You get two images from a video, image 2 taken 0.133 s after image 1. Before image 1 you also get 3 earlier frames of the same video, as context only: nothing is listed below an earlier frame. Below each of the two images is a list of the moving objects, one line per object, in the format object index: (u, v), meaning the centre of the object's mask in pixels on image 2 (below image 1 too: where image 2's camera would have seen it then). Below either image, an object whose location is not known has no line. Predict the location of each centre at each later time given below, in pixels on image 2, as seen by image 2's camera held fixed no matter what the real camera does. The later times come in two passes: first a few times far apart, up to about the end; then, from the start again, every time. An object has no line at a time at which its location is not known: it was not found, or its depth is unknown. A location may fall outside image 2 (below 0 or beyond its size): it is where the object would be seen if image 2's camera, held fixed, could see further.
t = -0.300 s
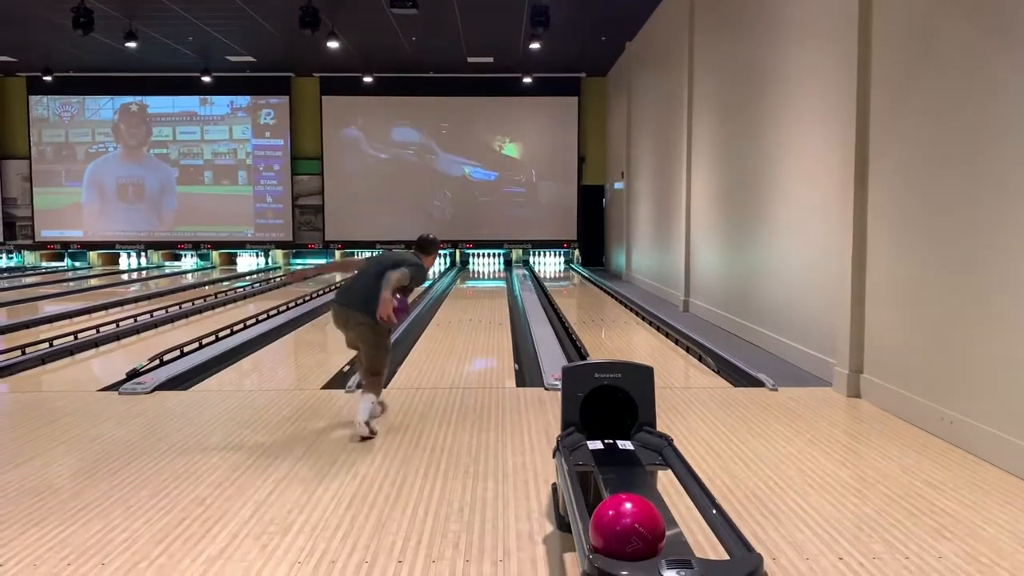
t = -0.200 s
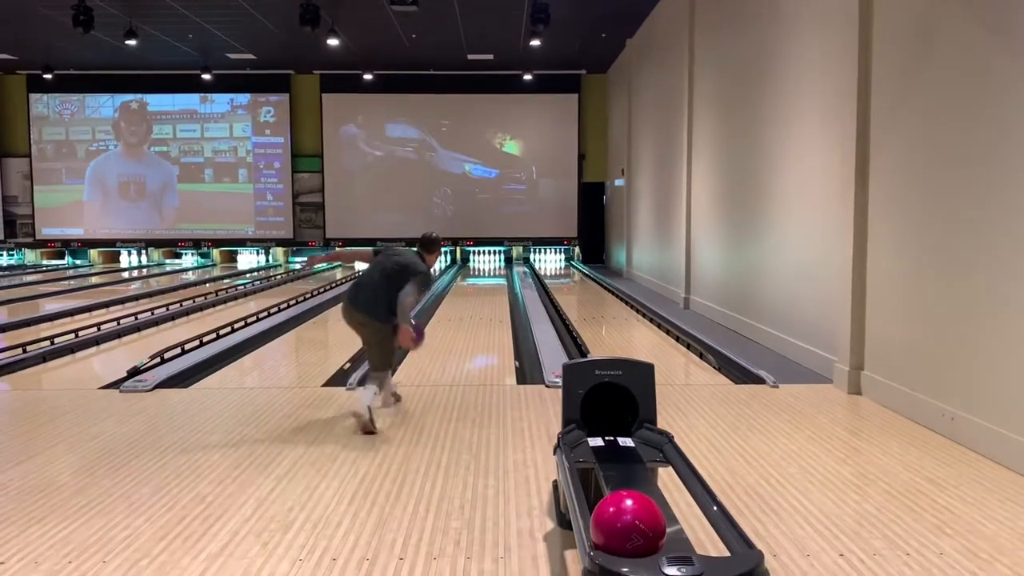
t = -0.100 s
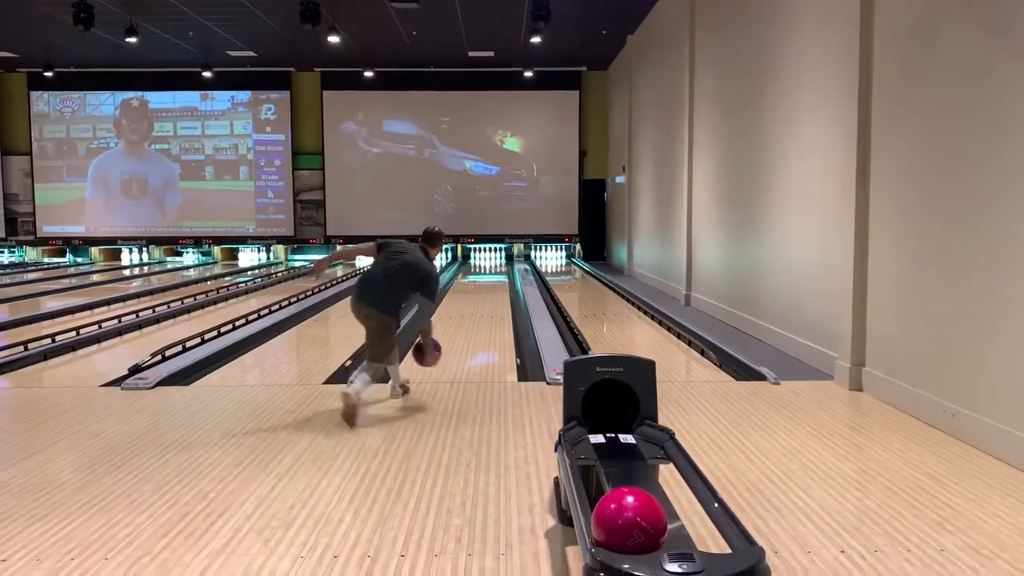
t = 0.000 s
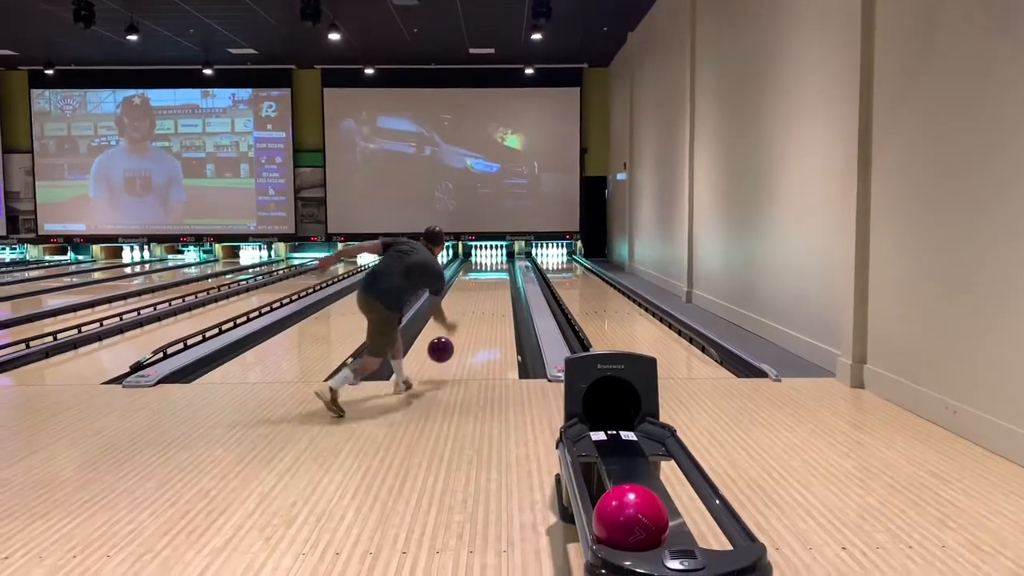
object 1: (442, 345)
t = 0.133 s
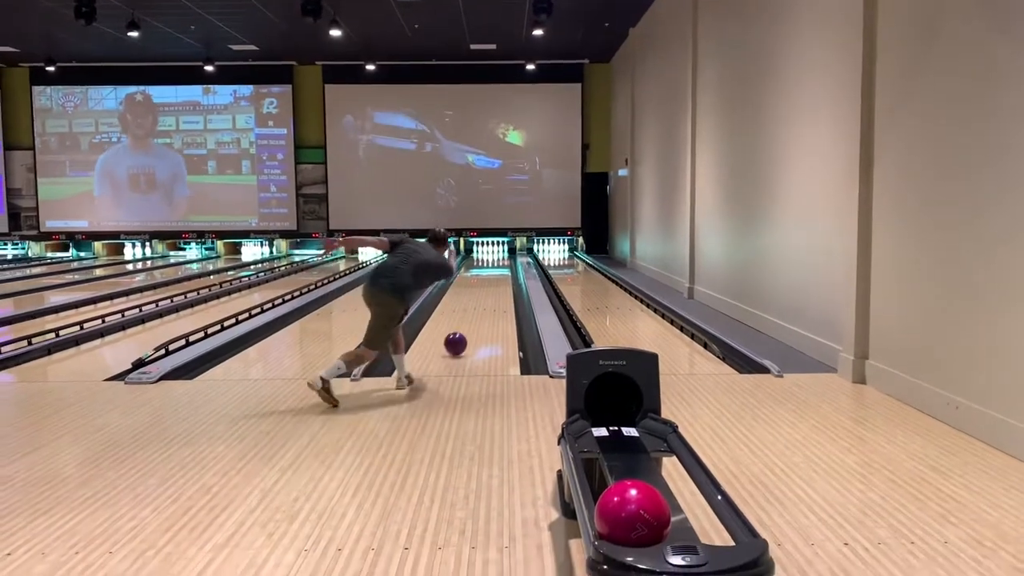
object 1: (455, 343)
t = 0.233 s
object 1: (463, 334)
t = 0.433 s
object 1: (476, 316)
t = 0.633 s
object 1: (485, 302)
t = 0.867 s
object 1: (493, 290)
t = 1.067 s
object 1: (498, 282)
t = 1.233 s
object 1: (501, 276)
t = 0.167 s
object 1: (458, 339)
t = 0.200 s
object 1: (460, 336)
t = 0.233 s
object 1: (463, 334)
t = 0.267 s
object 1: (465, 330)
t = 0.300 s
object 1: (467, 327)
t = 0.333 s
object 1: (470, 324)
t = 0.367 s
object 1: (472, 321)
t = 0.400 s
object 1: (474, 318)
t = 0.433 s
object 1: (476, 316)
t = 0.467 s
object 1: (477, 315)
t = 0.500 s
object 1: (482, 311)
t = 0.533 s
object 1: (480, 309)
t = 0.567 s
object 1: (482, 307)
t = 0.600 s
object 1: (483, 305)
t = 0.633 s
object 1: (485, 302)
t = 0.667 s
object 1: (486, 300)
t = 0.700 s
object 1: (487, 299)
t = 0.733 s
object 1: (488, 297)
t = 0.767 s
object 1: (489, 295)
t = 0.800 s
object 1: (490, 293)
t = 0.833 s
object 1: (492, 292)
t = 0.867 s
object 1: (493, 290)
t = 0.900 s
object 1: (493, 289)
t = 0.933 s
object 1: (494, 287)
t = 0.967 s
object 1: (495, 286)
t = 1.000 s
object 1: (496, 285)
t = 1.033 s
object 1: (497, 283)
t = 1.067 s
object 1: (498, 282)
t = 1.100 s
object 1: (499, 281)
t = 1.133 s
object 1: (499, 280)
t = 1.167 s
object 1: (500, 279)
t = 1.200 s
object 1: (500, 278)
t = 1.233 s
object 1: (501, 276)
